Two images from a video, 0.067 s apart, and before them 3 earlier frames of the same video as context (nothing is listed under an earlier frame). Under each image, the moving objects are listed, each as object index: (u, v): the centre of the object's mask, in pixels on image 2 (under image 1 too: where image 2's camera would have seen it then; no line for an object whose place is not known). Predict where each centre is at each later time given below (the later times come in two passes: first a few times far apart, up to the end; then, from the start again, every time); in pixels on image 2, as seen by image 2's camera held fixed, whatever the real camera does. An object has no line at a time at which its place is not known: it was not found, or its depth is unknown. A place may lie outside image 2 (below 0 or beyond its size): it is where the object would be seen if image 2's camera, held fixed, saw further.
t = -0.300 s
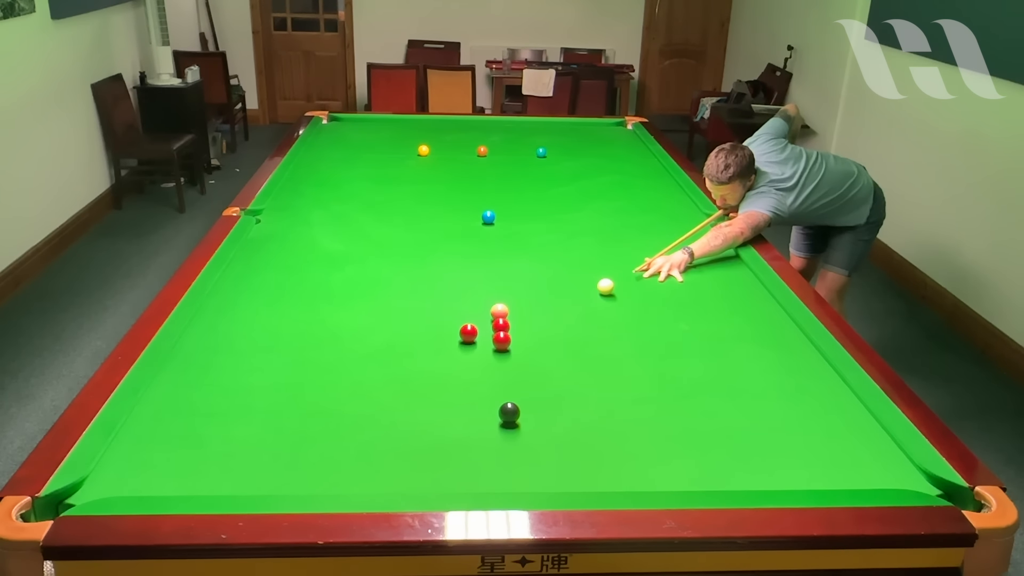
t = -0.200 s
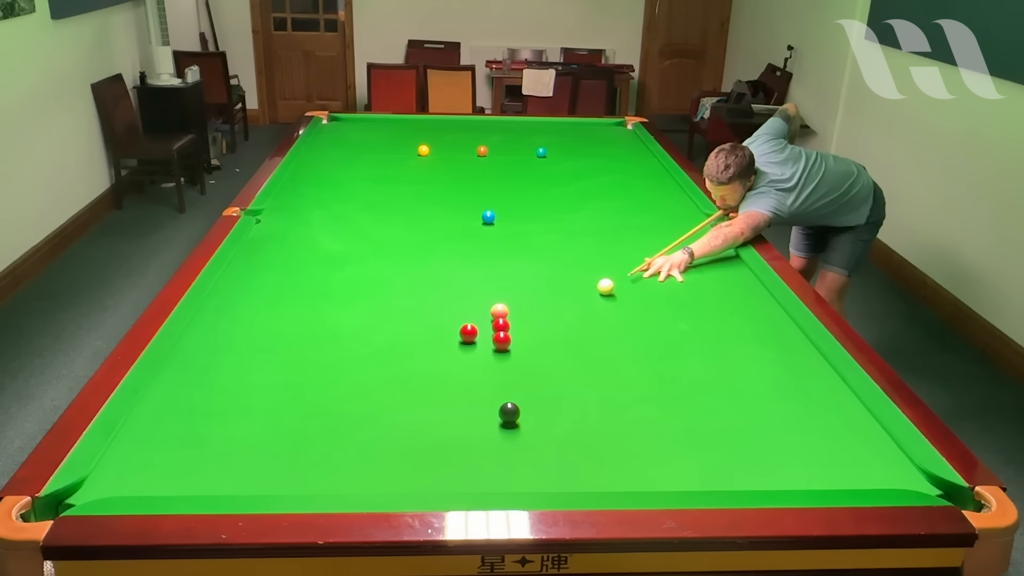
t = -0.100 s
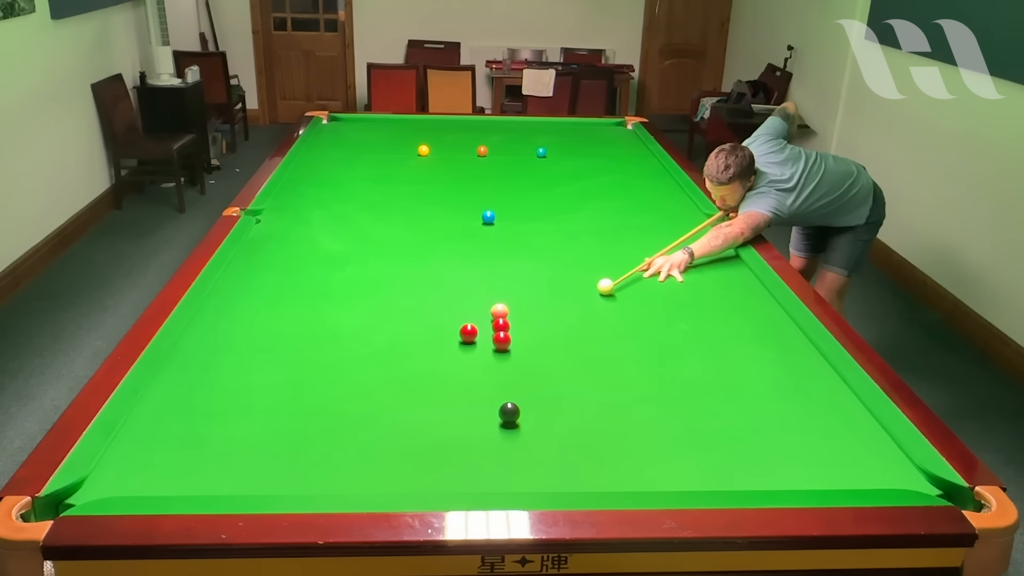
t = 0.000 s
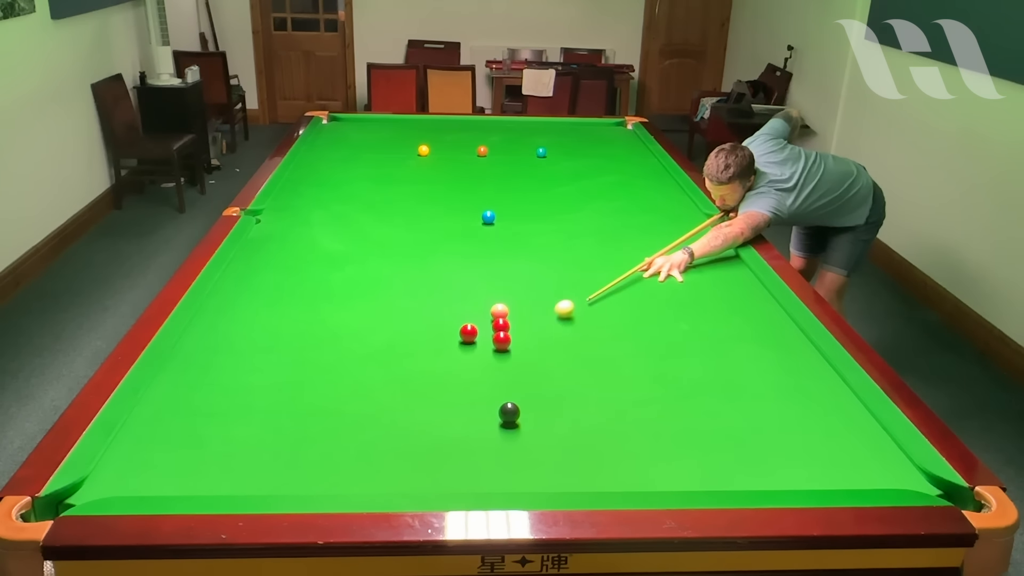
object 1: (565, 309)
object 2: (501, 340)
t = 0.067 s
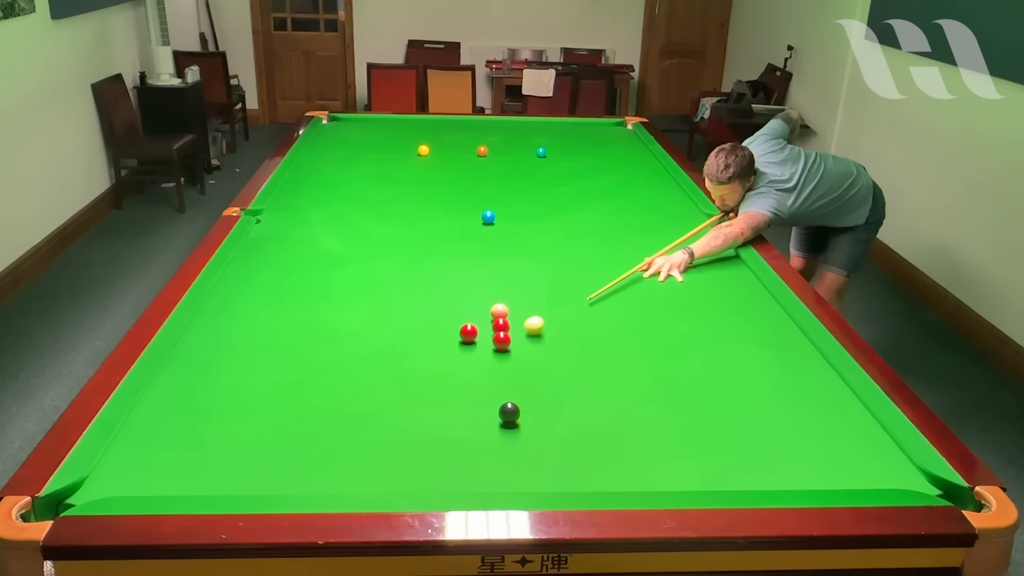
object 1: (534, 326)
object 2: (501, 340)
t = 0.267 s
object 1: (527, 341)
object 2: (410, 374)
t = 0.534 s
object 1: (545, 347)
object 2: (255, 432)
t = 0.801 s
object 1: (562, 353)
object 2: (65, 499)
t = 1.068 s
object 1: (577, 359)
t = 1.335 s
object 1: (591, 364)
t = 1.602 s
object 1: (604, 369)
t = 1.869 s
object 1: (615, 372)
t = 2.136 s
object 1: (625, 375)
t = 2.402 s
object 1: (632, 378)
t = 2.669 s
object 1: (638, 380)
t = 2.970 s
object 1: (643, 381)
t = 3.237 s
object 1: (645, 382)
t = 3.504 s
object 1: (645, 382)
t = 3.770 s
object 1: (645, 382)
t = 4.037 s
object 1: (645, 382)
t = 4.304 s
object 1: (645, 382)
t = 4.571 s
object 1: (645, 382)
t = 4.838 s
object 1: (645, 382)
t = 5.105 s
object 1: (645, 382)
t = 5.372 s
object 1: (645, 382)
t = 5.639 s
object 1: (645, 382)
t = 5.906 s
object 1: (645, 382)
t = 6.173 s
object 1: (645, 382)
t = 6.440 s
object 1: (645, 382)
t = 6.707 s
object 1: (645, 382)
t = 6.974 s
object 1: (645, 382)
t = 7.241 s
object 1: (645, 382)
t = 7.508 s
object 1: (645, 382)
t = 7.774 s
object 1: (645, 382)
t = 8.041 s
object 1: (645, 382)
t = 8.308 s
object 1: (645, 382)
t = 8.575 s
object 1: (645, 382)
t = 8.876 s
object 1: (645, 382)
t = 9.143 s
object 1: (645, 382)
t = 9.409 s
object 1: (645, 382)
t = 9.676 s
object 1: (645, 382)
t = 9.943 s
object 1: (645, 382)
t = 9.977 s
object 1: (645, 382)
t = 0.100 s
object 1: (519, 334)
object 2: (501, 340)
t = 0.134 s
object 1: (518, 337)
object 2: (486, 346)
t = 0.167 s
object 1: (520, 338)
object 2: (467, 352)
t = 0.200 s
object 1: (522, 339)
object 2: (448, 360)
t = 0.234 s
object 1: (525, 340)
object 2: (429, 367)
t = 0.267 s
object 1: (527, 341)
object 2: (410, 374)
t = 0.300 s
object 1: (530, 342)
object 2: (391, 381)
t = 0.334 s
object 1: (532, 343)
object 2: (371, 388)
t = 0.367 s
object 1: (534, 343)
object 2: (352, 395)
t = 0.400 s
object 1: (536, 344)
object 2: (333, 403)
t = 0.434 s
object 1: (538, 345)
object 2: (314, 409)
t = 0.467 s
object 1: (541, 346)
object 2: (295, 416)
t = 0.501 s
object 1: (543, 347)
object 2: (275, 424)
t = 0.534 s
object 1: (545, 347)
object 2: (255, 432)
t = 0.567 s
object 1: (547, 348)
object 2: (234, 439)
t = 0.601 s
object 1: (549, 349)
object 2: (212, 447)
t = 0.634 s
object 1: (551, 350)
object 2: (190, 455)
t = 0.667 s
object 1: (553, 351)
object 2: (167, 464)
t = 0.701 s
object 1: (555, 351)
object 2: (143, 473)
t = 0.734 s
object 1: (557, 352)
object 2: (118, 482)
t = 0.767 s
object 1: (559, 353)
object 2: (93, 489)
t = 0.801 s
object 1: (562, 353)
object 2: (65, 499)
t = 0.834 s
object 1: (564, 354)
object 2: (41, 513)
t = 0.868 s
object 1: (566, 355)
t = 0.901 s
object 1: (568, 356)
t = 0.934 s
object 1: (569, 356)
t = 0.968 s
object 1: (571, 357)
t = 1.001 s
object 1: (573, 358)
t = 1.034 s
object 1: (575, 358)
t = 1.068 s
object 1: (577, 359)
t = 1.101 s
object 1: (579, 360)
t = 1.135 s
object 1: (581, 360)
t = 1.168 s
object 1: (582, 361)
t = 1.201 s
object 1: (584, 362)
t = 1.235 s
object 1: (586, 362)
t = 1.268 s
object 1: (588, 363)
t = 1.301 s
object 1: (589, 364)
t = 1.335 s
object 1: (591, 364)
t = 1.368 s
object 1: (593, 365)
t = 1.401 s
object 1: (594, 365)
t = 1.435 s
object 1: (596, 366)
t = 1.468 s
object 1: (598, 367)
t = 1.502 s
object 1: (599, 367)
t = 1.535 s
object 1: (601, 368)
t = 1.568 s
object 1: (602, 368)
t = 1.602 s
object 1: (604, 369)
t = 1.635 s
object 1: (605, 369)
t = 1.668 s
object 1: (607, 370)
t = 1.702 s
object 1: (608, 370)
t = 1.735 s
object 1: (610, 371)
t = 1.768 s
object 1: (611, 371)
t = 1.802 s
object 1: (612, 371)
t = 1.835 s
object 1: (614, 372)
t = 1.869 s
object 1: (615, 372)
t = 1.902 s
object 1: (616, 373)
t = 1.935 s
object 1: (618, 373)
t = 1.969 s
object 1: (619, 374)
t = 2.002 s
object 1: (620, 374)
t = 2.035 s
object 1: (621, 374)
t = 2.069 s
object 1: (622, 375)
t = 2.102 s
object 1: (624, 375)
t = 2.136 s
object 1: (625, 375)
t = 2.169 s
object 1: (626, 376)
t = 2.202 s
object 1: (627, 376)
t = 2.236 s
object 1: (628, 376)
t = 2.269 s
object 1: (629, 377)
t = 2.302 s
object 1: (630, 377)
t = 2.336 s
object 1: (631, 378)
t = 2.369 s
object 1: (632, 378)
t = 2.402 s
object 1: (632, 378)
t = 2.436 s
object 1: (633, 378)
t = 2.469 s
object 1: (634, 379)
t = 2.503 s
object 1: (635, 379)
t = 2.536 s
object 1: (636, 379)
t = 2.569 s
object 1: (636, 379)
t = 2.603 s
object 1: (637, 379)
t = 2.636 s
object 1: (638, 380)
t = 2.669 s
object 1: (638, 380)
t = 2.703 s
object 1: (639, 380)
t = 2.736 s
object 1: (640, 380)
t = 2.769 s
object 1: (640, 380)
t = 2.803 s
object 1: (641, 381)
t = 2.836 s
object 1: (641, 381)
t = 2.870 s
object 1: (642, 381)
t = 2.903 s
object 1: (642, 381)
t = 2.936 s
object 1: (643, 381)
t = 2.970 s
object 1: (643, 381)
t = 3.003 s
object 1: (643, 381)
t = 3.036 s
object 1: (643, 381)
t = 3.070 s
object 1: (644, 382)
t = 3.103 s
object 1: (644, 382)
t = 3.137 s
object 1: (644, 382)
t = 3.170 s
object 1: (644, 382)
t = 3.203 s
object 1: (645, 382)
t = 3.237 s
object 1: (645, 382)
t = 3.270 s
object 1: (645, 382)
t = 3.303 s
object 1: (645, 382)
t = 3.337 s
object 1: (645, 382)
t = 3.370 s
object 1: (645, 382)
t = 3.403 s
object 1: (645, 382)
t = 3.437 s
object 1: (645, 382)
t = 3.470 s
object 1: (645, 382)
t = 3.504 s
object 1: (645, 382)
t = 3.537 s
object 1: (645, 382)
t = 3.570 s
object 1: (645, 382)
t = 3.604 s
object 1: (645, 382)
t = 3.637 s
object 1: (645, 382)
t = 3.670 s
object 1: (645, 382)
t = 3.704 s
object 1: (645, 382)
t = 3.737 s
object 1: (645, 382)
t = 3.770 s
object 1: (645, 382)
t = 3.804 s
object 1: (645, 382)
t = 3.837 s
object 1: (645, 382)
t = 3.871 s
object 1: (645, 382)
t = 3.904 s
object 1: (645, 382)
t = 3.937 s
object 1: (645, 382)
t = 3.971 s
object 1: (645, 382)
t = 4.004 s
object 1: (645, 382)
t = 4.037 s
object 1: (645, 382)
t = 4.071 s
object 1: (645, 382)
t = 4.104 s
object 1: (645, 382)
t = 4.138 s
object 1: (645, 382)
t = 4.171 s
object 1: (645, 382)
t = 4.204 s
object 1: (645, 382)
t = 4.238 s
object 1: (645, 382)
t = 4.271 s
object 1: (645, 382)
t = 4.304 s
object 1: (645, 382)
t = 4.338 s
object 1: (645, 382)
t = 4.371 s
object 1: (645, 382)
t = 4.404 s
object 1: (645, 382)
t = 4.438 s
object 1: (645, 382)
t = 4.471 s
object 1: (645, 382)
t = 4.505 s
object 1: (645, 382)
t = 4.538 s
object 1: (645, 382)
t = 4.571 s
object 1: (645, 382)
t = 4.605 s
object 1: (645, 382)
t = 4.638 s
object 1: (645, 382)
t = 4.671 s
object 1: (645, 382)
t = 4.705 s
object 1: (645, 382)
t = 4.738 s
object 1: (645, 382)
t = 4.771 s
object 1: (645, 382)
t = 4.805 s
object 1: (645, 382)
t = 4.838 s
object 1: (645, 382)
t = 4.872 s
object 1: (645, 382)
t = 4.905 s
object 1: (645, 382)
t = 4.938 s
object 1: (645, 382)
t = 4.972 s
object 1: (645, 382)
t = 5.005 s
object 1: (645, 382)
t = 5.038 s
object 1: (645, 382)
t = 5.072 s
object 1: (645, 382)
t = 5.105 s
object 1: (645, 382)
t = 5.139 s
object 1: (645, 382)
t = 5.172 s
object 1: (645, 382)
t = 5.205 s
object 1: (645, 382)
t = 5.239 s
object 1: (645, 382)
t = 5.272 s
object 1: (645, 382)
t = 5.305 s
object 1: (645, 382)
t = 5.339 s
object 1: (645, 382)
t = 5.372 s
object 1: (645, 382)
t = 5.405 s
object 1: (645, 382)
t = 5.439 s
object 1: (645, 382)
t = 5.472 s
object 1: (645, 382)
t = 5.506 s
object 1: (645, 382)
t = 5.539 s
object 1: (645, 382)
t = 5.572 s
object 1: (645, 382)
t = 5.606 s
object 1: (645, 382)
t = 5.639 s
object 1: (645, 382)
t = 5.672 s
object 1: (645, 382)
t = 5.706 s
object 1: (645, 382)
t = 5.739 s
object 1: (645, 382)
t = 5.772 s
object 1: (645, 382)
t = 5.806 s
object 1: (645, 382)
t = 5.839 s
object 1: (645, 382)
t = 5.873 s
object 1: (645, 382)
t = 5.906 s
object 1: (645, 382)
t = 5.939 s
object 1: (645, 382)
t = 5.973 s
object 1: (645, 382)
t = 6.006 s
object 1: (645, 382)
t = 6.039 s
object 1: (645, 382)
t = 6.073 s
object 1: (645, 382)
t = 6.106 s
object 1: (645, 382)
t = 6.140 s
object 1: (645, 382)
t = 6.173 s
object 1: (645, 382)
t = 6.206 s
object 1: (645, 382)
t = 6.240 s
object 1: (645, 382)
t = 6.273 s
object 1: (645, 382)
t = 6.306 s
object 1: (645, 382)
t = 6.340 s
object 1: (645, 382)
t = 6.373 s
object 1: (645, 382)
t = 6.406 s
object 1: (645, 382)
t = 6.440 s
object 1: (645, 382)
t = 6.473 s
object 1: (645, 382)
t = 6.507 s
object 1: (645, 382)
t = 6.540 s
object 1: (645, 382)
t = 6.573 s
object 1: (645, 382)
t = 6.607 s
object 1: (645, 382)
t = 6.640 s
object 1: (645, 382)
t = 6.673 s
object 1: (645, 382)
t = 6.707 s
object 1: (645, 382)
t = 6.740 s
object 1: (645, 382)
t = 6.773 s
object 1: (645, 382)
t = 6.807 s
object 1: (645, 382)
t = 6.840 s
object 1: (645, 382)
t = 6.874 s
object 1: (645, 382)
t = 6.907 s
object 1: (645, 382)
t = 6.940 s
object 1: (645, 382)
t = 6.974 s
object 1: (645, 382)
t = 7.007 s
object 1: (645, 382)
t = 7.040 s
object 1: (645, 382)
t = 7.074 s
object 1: (645, 382)
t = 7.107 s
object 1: (645, 382)
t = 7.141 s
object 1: (645, 382)
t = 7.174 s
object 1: (645, 382)
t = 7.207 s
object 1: (645, 382)
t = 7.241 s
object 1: (645, 382)
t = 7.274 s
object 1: (645, 382)
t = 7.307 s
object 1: (645, 382)
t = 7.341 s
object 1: (645, 382)
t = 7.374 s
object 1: (645, 382)
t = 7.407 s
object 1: (645, 382)
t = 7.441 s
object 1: (645, 382)
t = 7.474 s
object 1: (645, 382)
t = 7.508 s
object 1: (645, 382)
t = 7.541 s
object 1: (645, 382)
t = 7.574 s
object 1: (645, 382)
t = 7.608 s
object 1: (645, 382)
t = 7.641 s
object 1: (645, 382)
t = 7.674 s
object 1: (645, 382)
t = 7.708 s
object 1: (645, 382)
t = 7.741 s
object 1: (645, 382)
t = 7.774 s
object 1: (645, 382)
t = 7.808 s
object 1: (645, 382)
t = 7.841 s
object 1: (645, 382)
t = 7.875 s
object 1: (645, 382)
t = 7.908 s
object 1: (645, 382)
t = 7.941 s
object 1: (645, 382)
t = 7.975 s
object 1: (645, 382)
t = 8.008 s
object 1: (645, 382)
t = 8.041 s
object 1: (645, 382)
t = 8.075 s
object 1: (645, 382)
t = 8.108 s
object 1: (645, 382)
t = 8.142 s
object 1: (645, 382)
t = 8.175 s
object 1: (645, 382)
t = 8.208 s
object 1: (645, 382)
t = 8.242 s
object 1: (645, 382)
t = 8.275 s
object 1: (645, 382)
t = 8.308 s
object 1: (645, 382)
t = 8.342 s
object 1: (645, 382)
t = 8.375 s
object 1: (645, 382)
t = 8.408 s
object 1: (645, 382)
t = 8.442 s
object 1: (645, 382)
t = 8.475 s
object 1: (645, 382)
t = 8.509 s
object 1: (645, 382)
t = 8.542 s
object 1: (645, 382)
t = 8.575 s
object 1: (645, 382)
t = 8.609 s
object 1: (645, 382)
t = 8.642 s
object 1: (645, 382)
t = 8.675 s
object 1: (645, 382)
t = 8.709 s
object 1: (645, 382)
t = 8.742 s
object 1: (645, 382)
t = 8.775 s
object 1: (645, 382)
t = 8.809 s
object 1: (645, 382)
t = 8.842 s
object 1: (645, 382)
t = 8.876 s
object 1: (645, 382)
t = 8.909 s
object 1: (645, 382)
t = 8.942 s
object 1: (645, 382)
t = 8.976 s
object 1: (645, 382)
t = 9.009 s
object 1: (645, 382)
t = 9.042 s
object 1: (645, 382)
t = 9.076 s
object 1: (645, 382)
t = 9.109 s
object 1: (645, 382)
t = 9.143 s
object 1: (645, 382)
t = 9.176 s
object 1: (645, 382)
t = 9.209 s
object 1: (645, 382)
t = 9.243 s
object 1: (645, 382)
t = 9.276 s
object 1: (645, 382)
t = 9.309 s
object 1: (645, 382)
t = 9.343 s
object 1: (645, 382)
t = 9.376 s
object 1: (645, 382)
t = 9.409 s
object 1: (645, 382)
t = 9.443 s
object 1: (645, 382)
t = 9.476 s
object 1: (645, 382)
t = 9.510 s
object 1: (645, 382)
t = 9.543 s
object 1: (645, 382)
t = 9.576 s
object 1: (645, 382)
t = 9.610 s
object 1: (645, 382)
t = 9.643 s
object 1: (645, 382)
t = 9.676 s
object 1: (645, 382)
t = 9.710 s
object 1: (645, 382)
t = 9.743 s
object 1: (645, 382)
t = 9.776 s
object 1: (645, 382)
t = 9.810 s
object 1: (645, 382)
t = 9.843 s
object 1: (645, 382)
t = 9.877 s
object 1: (645, 382)
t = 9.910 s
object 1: (645, 382)
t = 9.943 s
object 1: (645, 382)
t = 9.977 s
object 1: (645, 382)
